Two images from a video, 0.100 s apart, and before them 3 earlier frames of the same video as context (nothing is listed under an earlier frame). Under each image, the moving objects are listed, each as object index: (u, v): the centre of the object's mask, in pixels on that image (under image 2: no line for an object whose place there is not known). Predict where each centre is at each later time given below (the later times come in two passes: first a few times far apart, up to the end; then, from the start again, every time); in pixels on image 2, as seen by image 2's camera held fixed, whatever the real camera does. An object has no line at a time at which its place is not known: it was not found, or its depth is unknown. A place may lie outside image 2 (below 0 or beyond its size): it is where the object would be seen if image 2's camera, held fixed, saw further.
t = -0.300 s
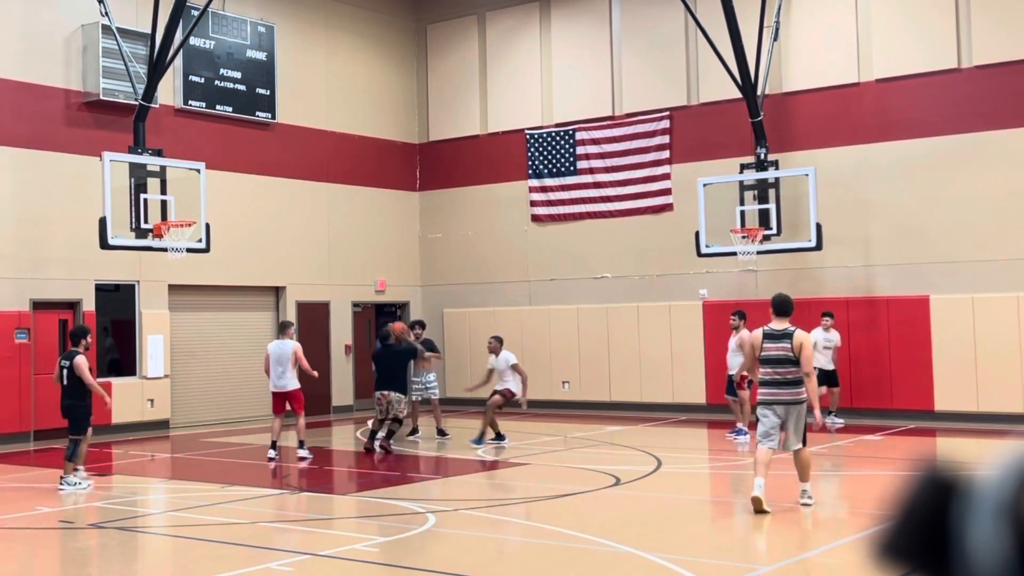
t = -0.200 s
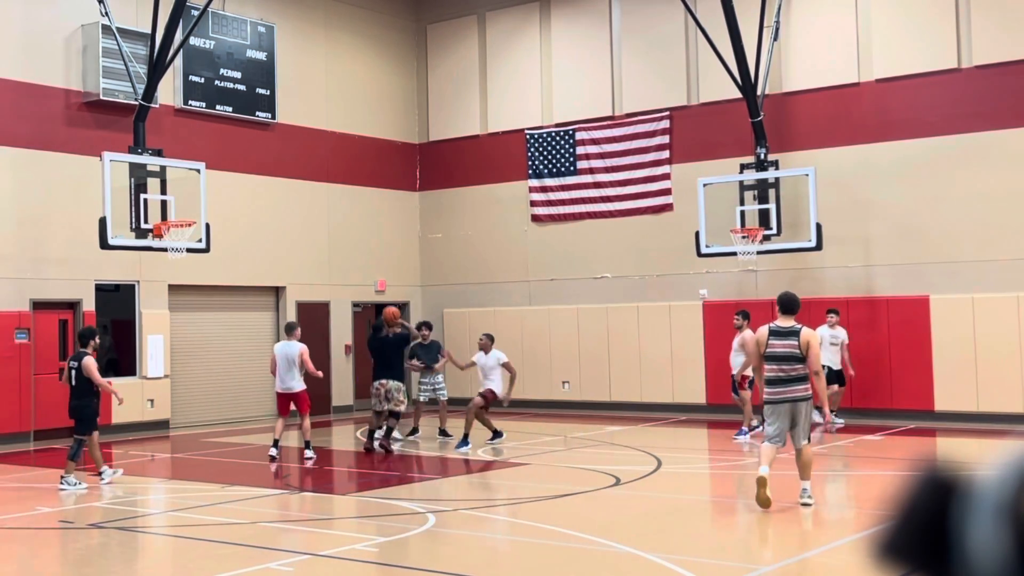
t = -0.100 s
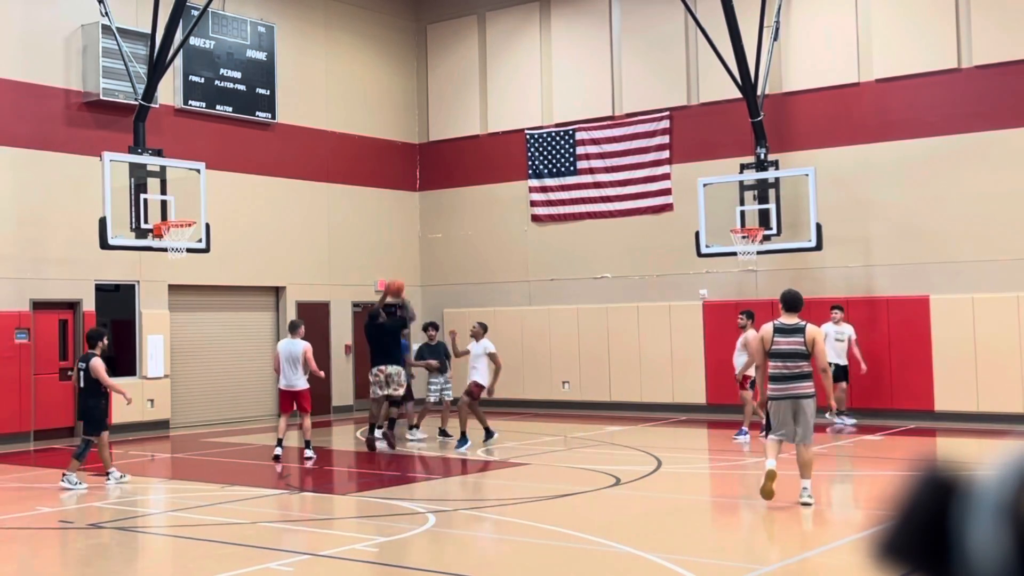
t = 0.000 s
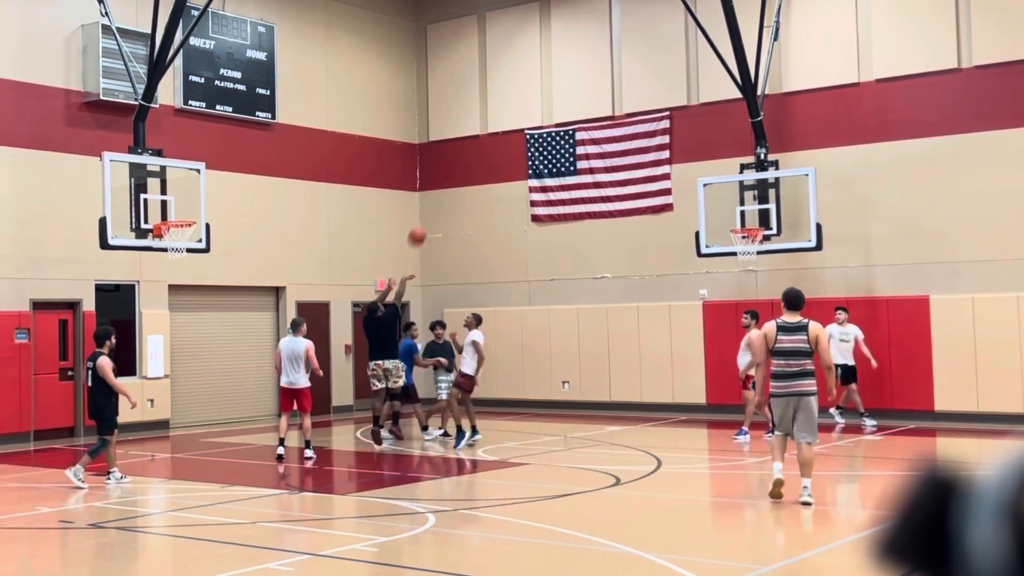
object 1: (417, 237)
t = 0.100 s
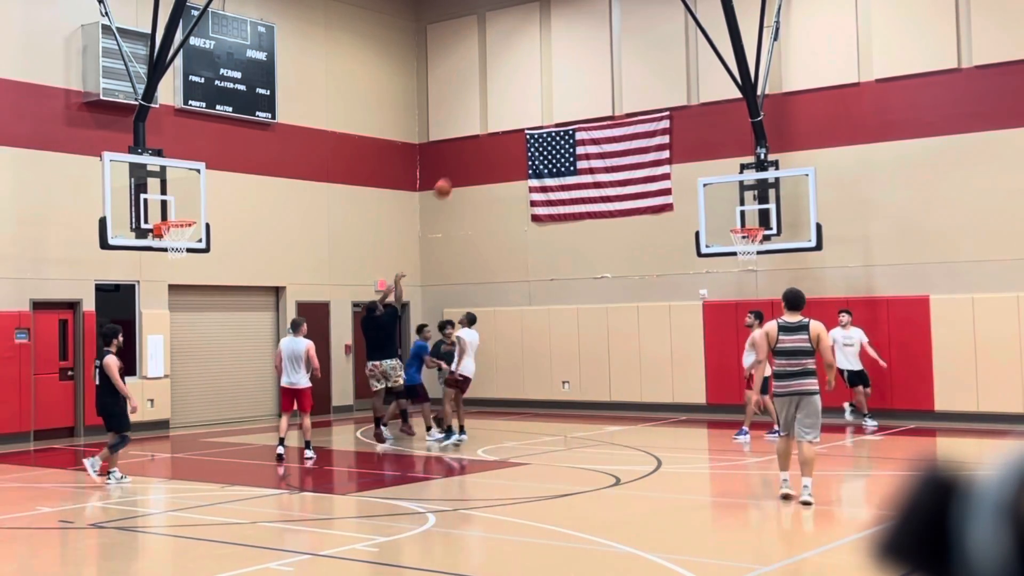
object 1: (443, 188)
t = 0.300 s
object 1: (492, 118)
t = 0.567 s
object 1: (555, 70)
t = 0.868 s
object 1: (623, 75)
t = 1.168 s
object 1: (688, 135)
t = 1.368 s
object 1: (728, 205)
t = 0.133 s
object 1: (451, 173)
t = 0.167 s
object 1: (460, 161)
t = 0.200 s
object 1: (468, 147)
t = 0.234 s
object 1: (477, 136)
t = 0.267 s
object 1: (484, 127)
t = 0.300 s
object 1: (492, 118)
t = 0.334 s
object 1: (500, 110)
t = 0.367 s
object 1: (508, 102)
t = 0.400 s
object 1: (517, 94)
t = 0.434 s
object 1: (524, 88)
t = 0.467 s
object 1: (532, 82)
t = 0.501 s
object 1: (540, 77)
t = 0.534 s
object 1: (548, 74)
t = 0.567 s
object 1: (555, 70)
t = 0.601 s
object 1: (563, 68)
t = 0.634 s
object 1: (571, 66)
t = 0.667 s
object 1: (578, 65)
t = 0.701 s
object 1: (586, 65)
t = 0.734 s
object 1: (593, 65)
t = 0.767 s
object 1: (601, 66)
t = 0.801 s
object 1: (608, 69)
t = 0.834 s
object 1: (616, 71)
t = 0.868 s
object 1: (623, 75)
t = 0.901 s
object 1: (630, 78)
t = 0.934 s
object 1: (637, 83)
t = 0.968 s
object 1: (645, 89)
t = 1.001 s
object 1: (652, 95)
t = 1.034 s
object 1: (659, 102)
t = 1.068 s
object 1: (666, 110)
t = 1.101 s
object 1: (673, 117)
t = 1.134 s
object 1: (680, 124)
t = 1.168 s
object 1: (688, 135)
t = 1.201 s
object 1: (694, 144)
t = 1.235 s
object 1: (701, 155)
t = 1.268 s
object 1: (708, 167)
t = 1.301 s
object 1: (715, 179)
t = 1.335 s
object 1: (722, 192)
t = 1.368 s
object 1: (728, 205)
